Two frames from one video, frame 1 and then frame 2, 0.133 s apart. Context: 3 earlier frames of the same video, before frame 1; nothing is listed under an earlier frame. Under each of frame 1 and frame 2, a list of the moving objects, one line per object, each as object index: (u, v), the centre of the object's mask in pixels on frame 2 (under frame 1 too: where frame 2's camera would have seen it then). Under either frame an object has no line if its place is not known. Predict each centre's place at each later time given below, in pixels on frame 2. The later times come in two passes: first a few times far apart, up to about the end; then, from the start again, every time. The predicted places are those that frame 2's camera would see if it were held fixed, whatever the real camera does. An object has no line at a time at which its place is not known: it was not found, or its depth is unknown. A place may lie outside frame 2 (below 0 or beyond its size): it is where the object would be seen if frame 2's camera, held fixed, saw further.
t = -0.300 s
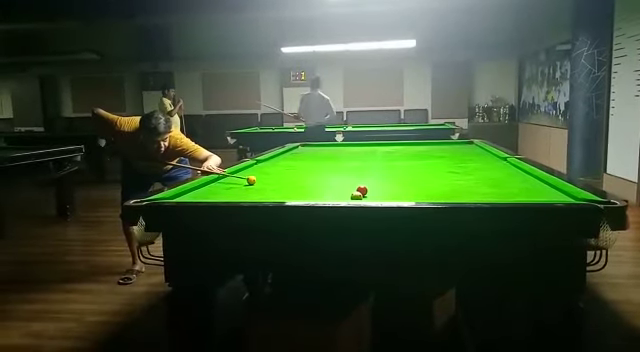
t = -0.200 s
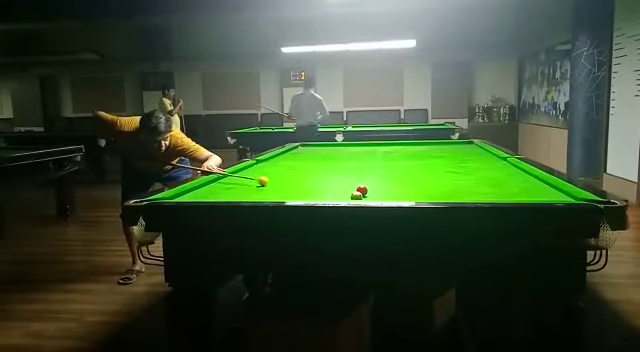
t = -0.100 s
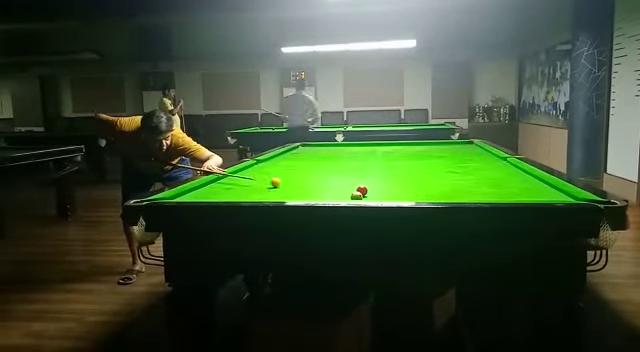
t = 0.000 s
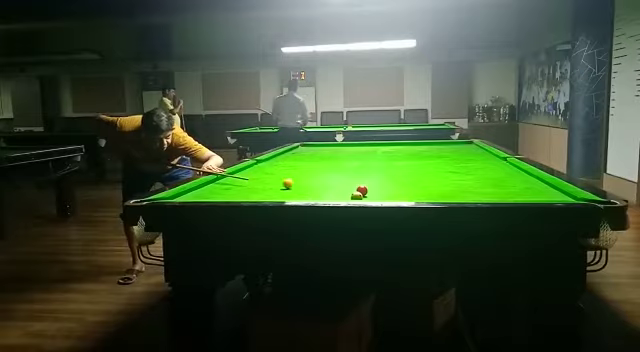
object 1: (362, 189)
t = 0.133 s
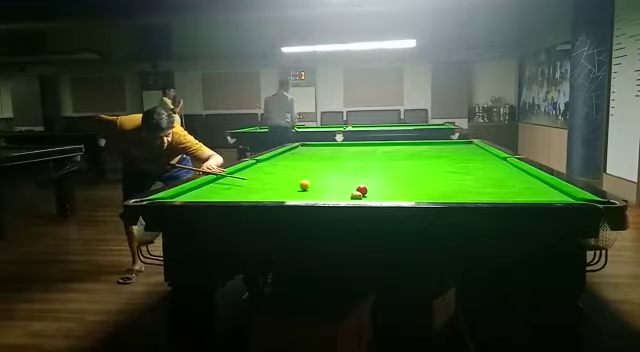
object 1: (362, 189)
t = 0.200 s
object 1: (362, 190)
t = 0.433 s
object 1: (362, 190)
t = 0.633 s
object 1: (380, 191)
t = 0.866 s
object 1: (404, 193)
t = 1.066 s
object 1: (426, 193)
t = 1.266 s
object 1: (446, 194)
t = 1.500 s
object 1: (469, 195)
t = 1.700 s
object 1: (489, 195)
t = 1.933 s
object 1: (512, 196)
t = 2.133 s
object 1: (531, 197)
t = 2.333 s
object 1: (550, 197)
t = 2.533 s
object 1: (566, 198)
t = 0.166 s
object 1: (362, 190)
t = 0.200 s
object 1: (362, 190)
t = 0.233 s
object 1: (362, 190)
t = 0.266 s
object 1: (362, 190)
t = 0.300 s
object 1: (362, 190)
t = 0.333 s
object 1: (362, 190)
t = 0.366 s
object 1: (362, 190)
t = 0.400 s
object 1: (362, 190)
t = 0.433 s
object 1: (362, 190)
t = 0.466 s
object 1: (362, 190)
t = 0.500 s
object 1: (365, 190)
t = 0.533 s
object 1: (369, 191)
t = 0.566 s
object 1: (373, 191)
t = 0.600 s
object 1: (376, 191)
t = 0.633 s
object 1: (380, 191)
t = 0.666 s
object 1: (383, 191)
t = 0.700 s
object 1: (387, 191)
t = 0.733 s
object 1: (390, 192)
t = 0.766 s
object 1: (394, 192)
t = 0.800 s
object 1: (397, 192)
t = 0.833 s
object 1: (401, 192)
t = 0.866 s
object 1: (404, 193)
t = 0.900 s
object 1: (408, 192)
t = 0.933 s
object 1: (411, 193)
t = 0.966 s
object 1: (415, 193)
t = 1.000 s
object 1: (418, 193)
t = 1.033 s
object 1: (422, 193)
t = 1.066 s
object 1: (426, 193)
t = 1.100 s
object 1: (429, 193)
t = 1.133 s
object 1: (432, 193)
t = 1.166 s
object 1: (436, 193)
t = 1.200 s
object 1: (439, 194)
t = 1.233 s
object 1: (443, 194)
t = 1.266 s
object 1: (446, 194)
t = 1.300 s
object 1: (449, 194)
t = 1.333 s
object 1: (453, 194)
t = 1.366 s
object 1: (456, 194)
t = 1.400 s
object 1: (460, 194)
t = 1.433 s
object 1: (463, 194)
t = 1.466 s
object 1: (466, 195)
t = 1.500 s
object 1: (469, 195)
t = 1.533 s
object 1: (473, 195)
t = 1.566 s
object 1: (476, 195)
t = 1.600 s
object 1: (480, 195)
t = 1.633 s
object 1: (483, 195)
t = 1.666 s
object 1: (486, 195)
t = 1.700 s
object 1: (489, 195)
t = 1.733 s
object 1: (493, 195)
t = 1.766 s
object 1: (496, 195)
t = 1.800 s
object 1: (499, 196)
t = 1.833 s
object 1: (502, 196)
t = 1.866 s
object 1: (506, 196)
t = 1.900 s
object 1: (509, 196)
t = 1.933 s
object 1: (512, 196)
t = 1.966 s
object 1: (516, 196)
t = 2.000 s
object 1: (519, 196)
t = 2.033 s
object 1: (521, 196)
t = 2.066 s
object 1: (525, 197)
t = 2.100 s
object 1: (528, 197)
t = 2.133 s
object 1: (531, 197)
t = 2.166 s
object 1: (534, 197)
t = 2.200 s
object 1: (537, 197)
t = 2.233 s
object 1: (540, 197)
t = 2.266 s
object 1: (543, 197)
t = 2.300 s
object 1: (546, 197)
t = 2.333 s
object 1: (550, 197)
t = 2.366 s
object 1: (553, 197)
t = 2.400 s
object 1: (555, 197)
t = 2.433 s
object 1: (559, 197)
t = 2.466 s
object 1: (561, 197)
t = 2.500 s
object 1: (564, 197)
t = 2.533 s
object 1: (566, 198)
